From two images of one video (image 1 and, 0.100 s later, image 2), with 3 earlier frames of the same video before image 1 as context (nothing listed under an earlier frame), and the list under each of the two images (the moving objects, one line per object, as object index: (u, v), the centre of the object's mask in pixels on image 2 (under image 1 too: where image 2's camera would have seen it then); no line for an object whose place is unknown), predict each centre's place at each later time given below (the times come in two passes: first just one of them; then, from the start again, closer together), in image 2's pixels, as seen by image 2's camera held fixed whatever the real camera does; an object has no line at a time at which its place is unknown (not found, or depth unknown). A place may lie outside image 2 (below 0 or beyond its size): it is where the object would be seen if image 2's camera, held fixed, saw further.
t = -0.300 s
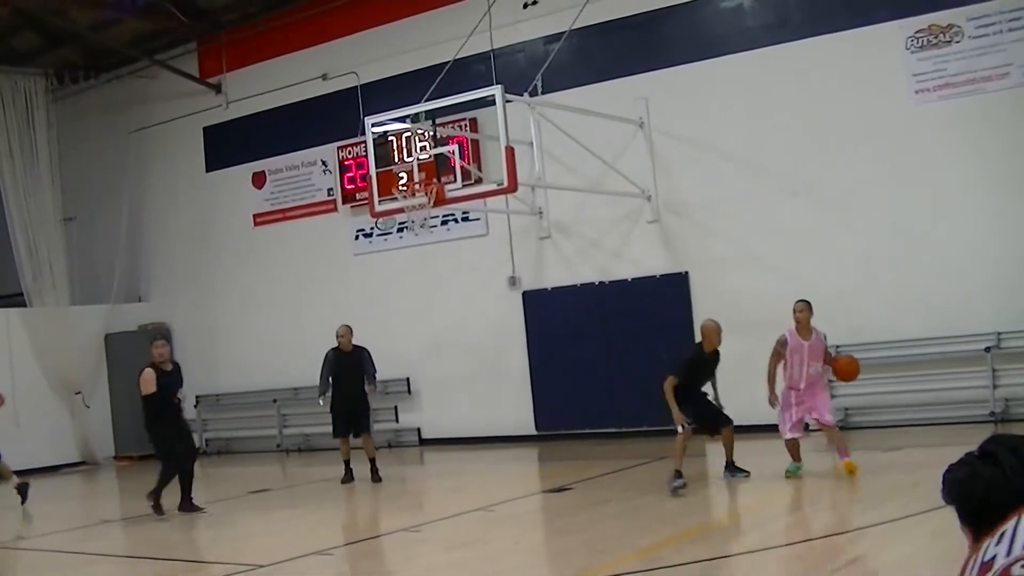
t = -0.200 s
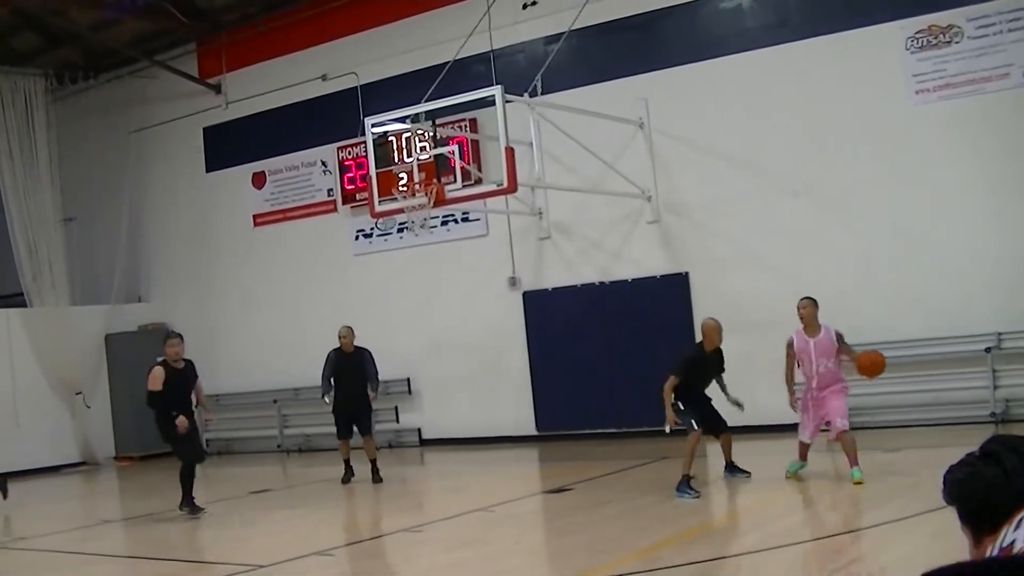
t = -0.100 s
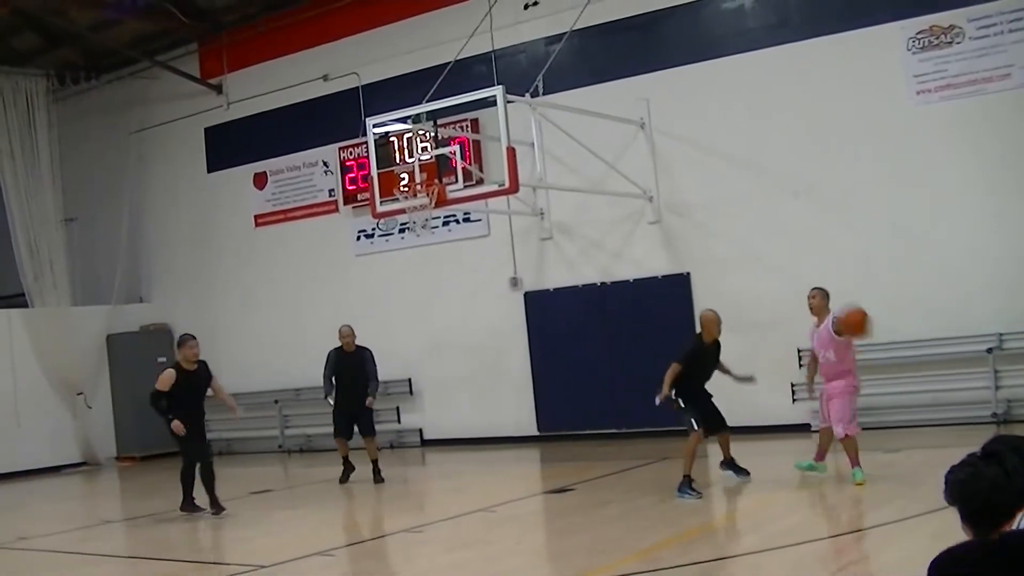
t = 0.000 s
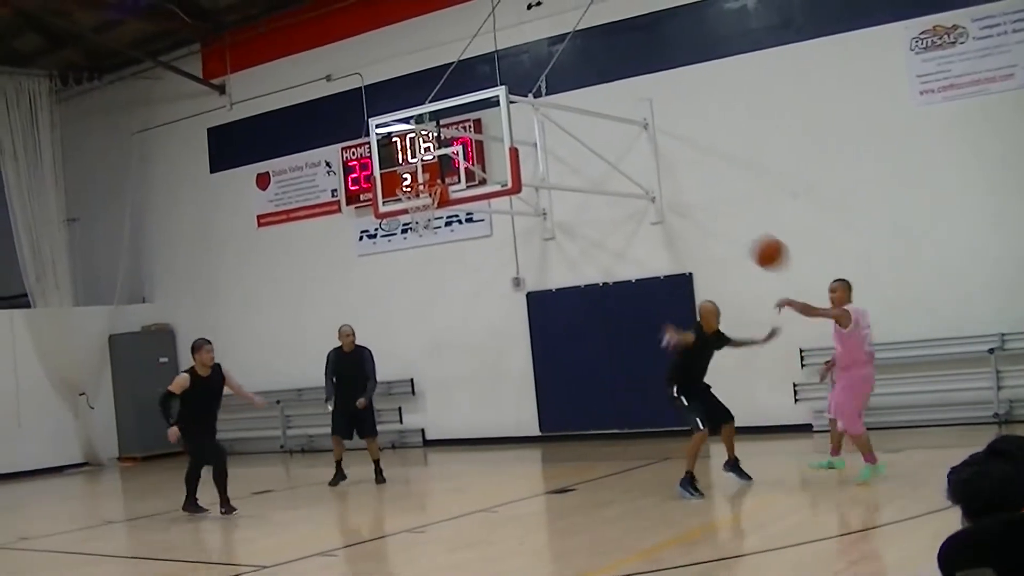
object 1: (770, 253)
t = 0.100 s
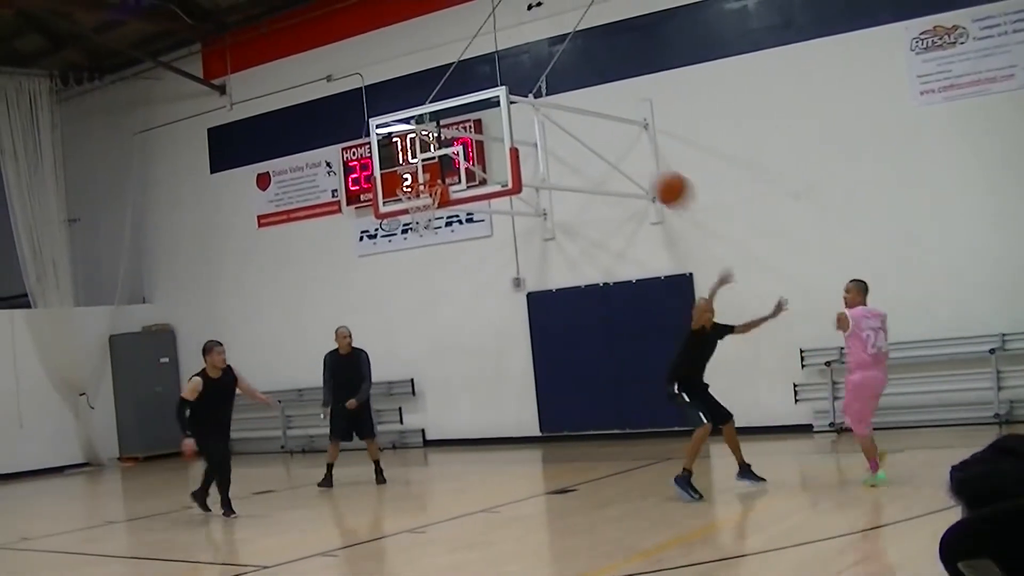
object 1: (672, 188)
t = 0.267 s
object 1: (482, 97)
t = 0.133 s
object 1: (635, 169)
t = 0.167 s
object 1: (601, 150)
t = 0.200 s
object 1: (564, 133)
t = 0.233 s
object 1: (525, 116)
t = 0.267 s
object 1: (482, 97)
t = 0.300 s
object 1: (442, 84)
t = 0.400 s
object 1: (308, 47)
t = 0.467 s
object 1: (212, 33)
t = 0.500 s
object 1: (157, 29)
